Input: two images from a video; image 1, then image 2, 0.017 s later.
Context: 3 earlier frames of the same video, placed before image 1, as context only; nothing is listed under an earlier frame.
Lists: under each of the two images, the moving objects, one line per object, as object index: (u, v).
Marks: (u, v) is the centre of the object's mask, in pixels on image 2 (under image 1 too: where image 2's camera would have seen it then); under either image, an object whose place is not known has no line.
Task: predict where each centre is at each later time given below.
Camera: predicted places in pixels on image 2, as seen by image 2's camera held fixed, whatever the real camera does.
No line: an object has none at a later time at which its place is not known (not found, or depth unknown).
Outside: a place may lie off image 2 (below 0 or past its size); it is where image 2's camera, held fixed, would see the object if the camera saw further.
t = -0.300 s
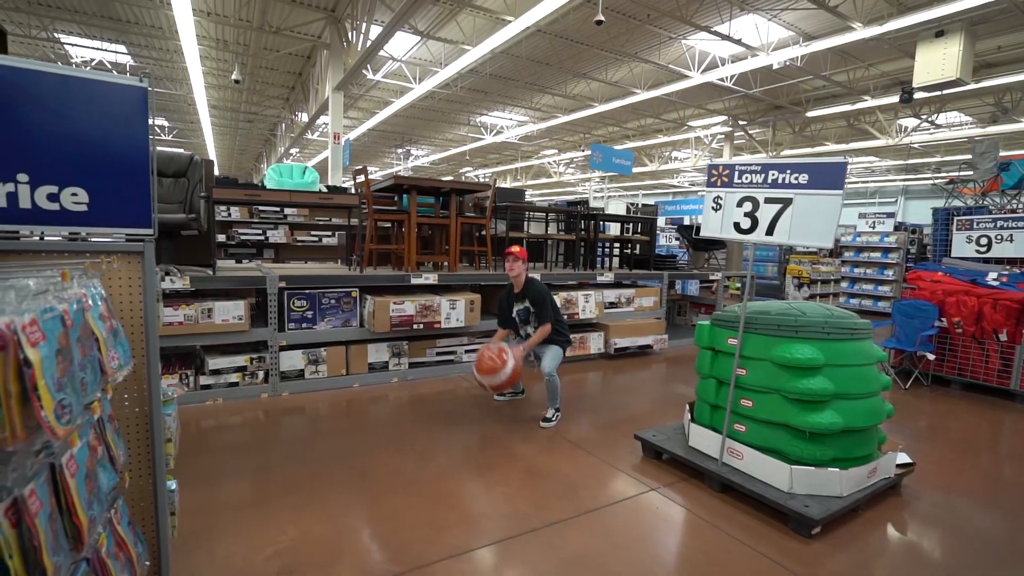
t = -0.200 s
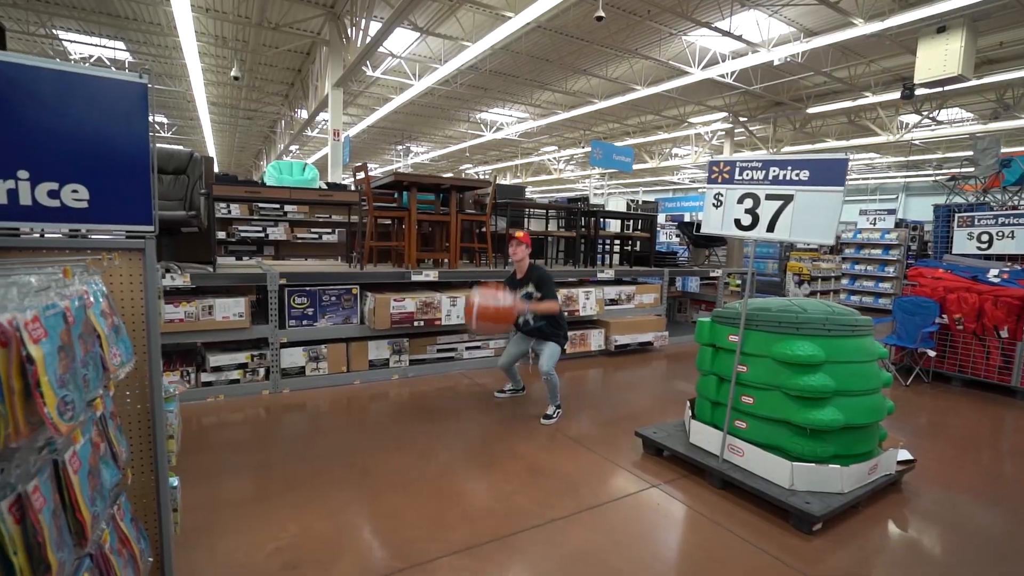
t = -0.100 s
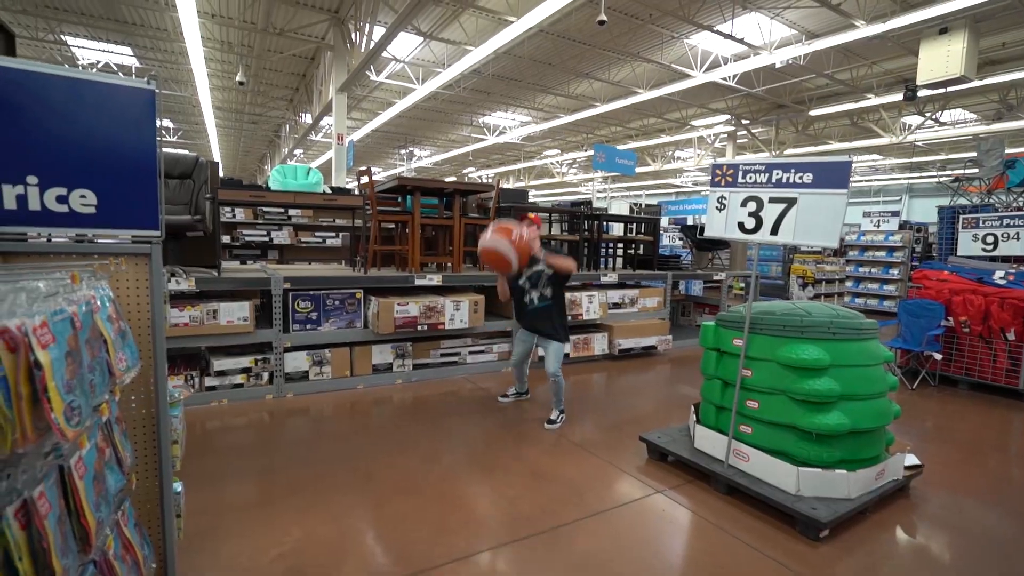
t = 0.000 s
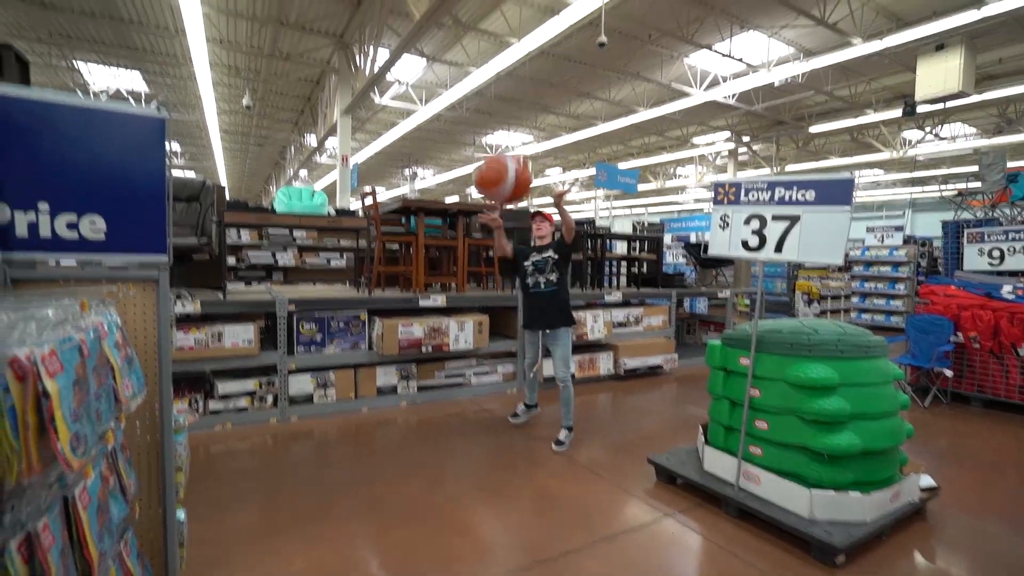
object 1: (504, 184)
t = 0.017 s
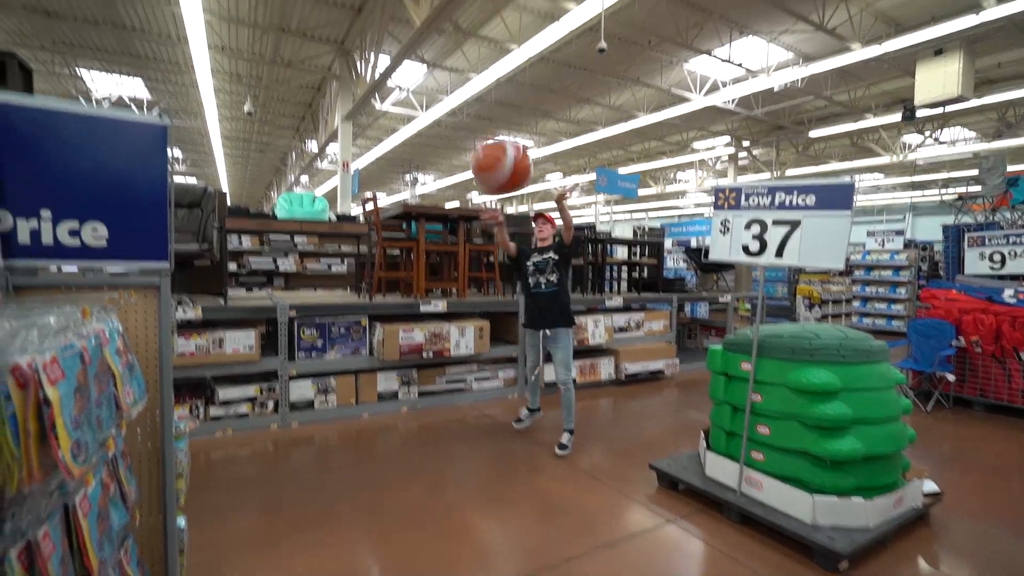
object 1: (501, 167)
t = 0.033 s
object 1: (499, 144)
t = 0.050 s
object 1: (496, 125)
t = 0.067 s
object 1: (496, 110)
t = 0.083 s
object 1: (492, 89)
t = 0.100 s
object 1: (490, 66)
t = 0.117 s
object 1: (485, 41)
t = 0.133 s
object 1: (483, 18)
